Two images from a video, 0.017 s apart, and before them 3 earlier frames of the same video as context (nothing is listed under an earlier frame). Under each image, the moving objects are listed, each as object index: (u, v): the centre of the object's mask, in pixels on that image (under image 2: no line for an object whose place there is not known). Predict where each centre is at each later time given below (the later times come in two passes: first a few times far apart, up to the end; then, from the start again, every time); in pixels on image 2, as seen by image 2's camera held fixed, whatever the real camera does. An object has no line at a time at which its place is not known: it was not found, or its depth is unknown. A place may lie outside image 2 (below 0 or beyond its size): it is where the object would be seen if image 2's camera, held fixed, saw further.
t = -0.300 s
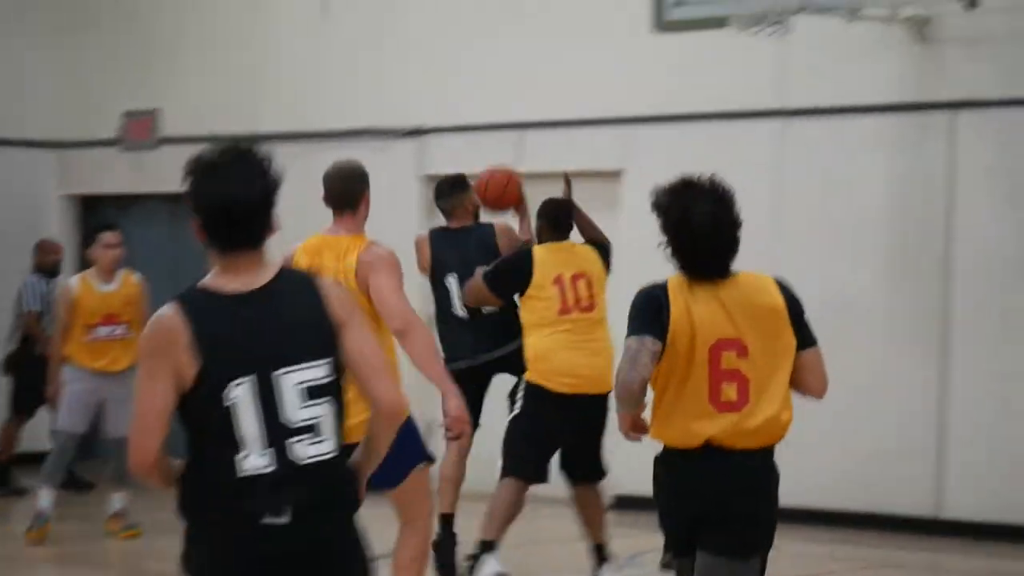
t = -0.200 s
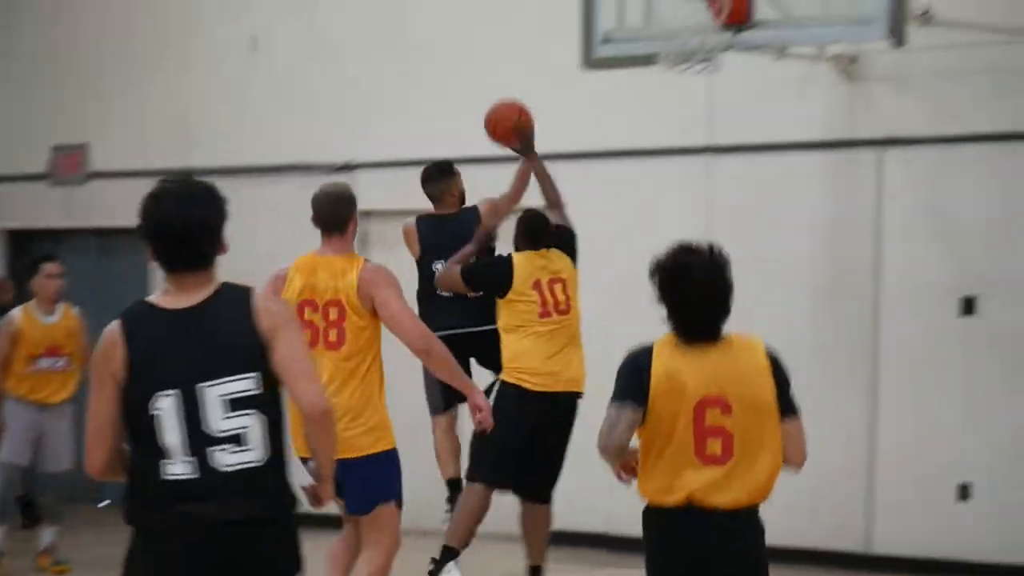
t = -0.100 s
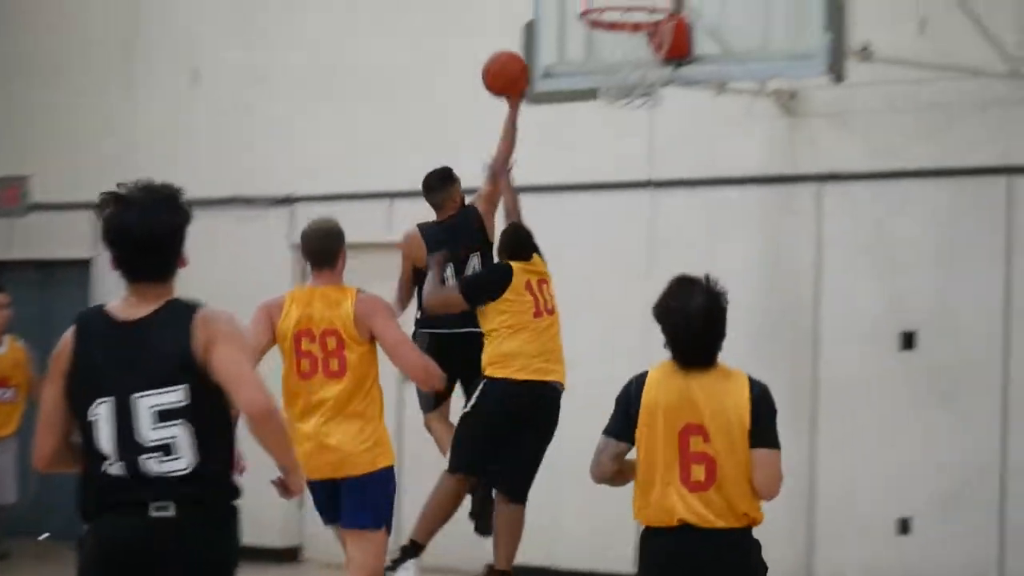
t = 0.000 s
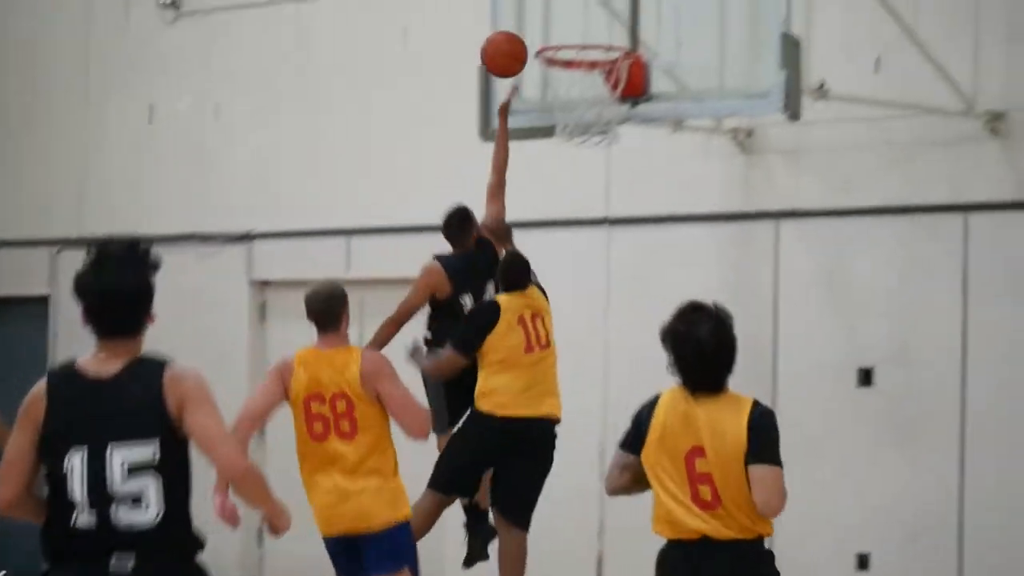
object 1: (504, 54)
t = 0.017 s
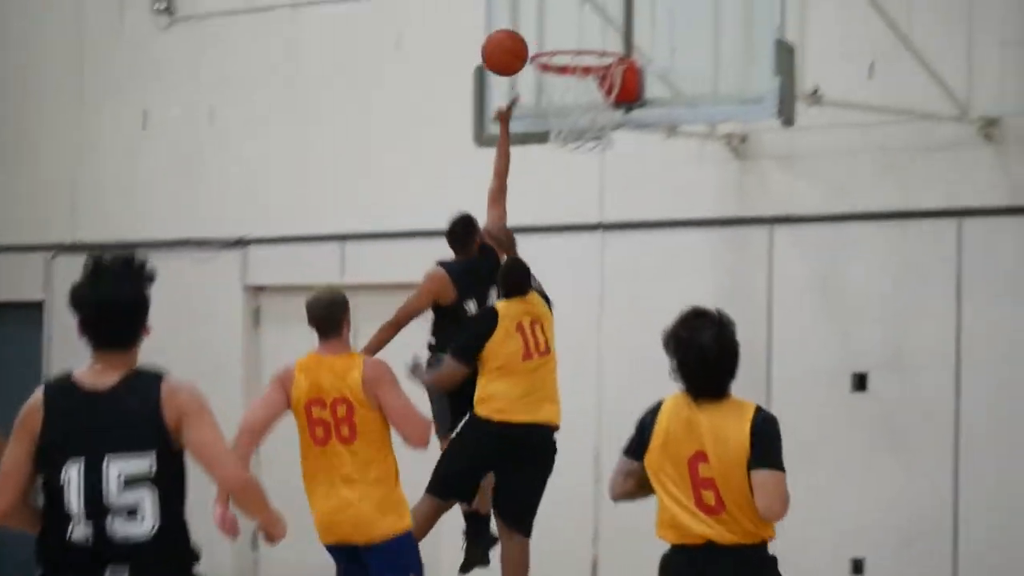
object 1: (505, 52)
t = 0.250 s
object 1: (551, -3)
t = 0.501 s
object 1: (545, 35)
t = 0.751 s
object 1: (593, 60)
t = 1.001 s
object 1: (593, 146)
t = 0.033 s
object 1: (511, 45)
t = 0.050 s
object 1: (518, 39)
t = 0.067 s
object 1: (524, 34)
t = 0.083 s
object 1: (530, 29)
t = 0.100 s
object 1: (537, 24)
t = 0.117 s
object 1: (543, 20)
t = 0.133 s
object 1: (550, 17)
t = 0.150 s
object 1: (553, 13)
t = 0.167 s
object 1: (553, 9)
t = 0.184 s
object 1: (552, 6)
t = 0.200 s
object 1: (552, 3)
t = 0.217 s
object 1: (552, 0)
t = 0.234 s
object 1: (551, -2)
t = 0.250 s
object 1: (551, -3)
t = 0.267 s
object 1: (550, -4)
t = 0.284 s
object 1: (550, -4)
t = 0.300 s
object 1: (550, -4)
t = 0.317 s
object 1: (549, -4)
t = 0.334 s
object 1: (548, -3)
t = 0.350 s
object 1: (548, -1)
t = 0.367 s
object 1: (547, 1)
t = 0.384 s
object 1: (547, 4)
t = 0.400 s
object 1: (546, 8)
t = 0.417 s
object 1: (546, 12)
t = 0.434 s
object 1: (545, 17)
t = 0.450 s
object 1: (545, 22)
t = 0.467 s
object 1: (544, 27)
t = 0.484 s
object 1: (543, 33)
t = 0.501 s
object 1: (545, 35)
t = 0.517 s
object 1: (548, 33)
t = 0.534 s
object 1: (551, 31)
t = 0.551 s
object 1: (555, 30)
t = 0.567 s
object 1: (558, 30)
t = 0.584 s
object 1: (561, 29)
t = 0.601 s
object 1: (564, 29)
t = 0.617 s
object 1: (567, 31)
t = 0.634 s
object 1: (571, 32)
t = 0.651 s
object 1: (574, 34)
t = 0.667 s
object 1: (577, 38)
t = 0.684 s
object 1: (580, 41)
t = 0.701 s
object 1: (583, 44)
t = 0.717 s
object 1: (586, 49)
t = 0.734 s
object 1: (589, 54)
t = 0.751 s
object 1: (593, 60)
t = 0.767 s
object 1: (594, 66)
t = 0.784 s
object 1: (596, 71)
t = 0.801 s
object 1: (598, 77)
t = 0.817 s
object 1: (600, 83)
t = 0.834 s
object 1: (601, 88)
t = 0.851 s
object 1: (602, 92)
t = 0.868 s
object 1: (601, 99)
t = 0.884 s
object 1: (601, 104)
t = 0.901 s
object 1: (602, 109)
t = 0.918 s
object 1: (600, 117)
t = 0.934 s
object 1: (600, 122)
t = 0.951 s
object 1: (599, 129)
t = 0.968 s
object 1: (597, 135)
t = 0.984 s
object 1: (596, 141)
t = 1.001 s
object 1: (593, 146)
